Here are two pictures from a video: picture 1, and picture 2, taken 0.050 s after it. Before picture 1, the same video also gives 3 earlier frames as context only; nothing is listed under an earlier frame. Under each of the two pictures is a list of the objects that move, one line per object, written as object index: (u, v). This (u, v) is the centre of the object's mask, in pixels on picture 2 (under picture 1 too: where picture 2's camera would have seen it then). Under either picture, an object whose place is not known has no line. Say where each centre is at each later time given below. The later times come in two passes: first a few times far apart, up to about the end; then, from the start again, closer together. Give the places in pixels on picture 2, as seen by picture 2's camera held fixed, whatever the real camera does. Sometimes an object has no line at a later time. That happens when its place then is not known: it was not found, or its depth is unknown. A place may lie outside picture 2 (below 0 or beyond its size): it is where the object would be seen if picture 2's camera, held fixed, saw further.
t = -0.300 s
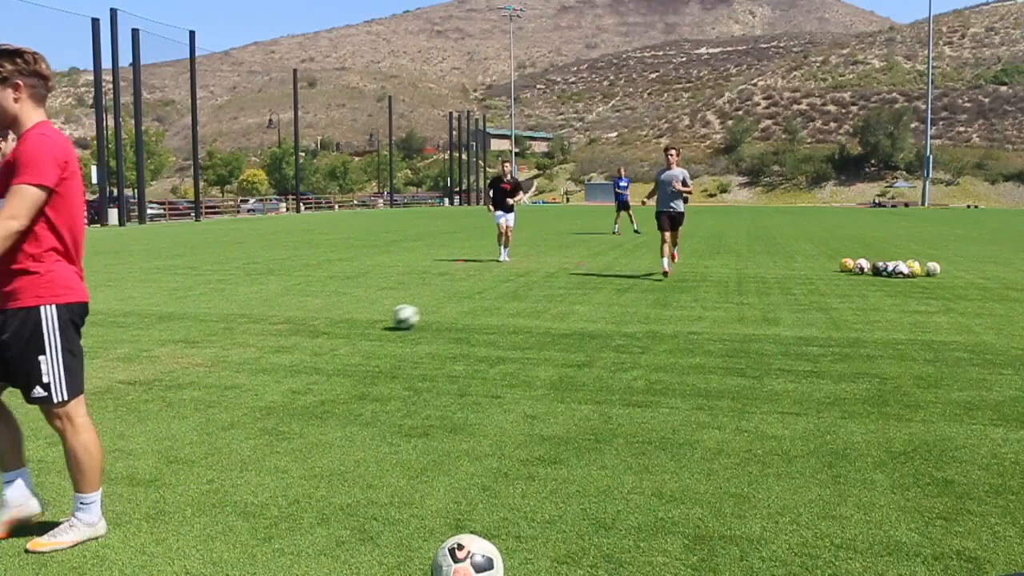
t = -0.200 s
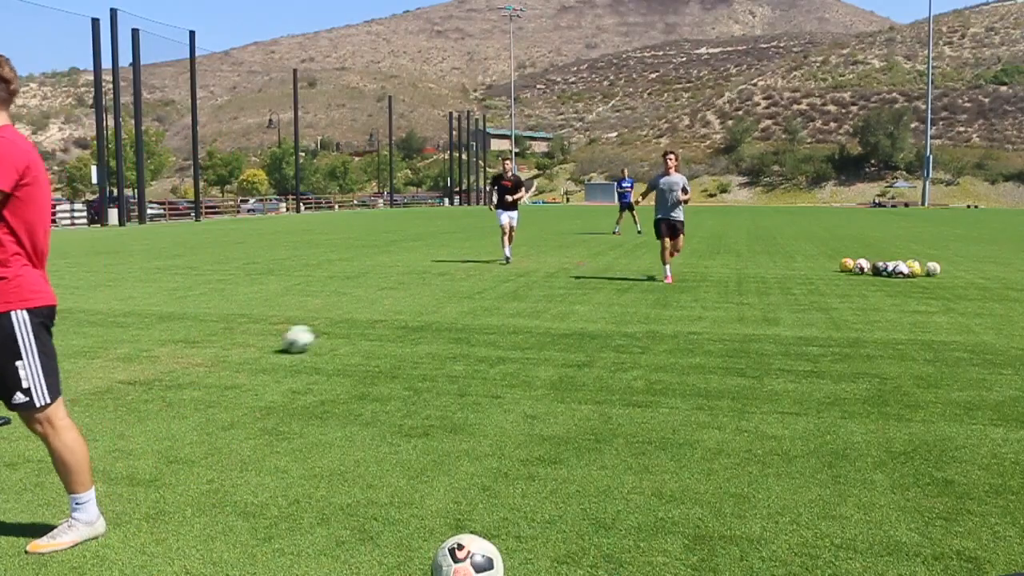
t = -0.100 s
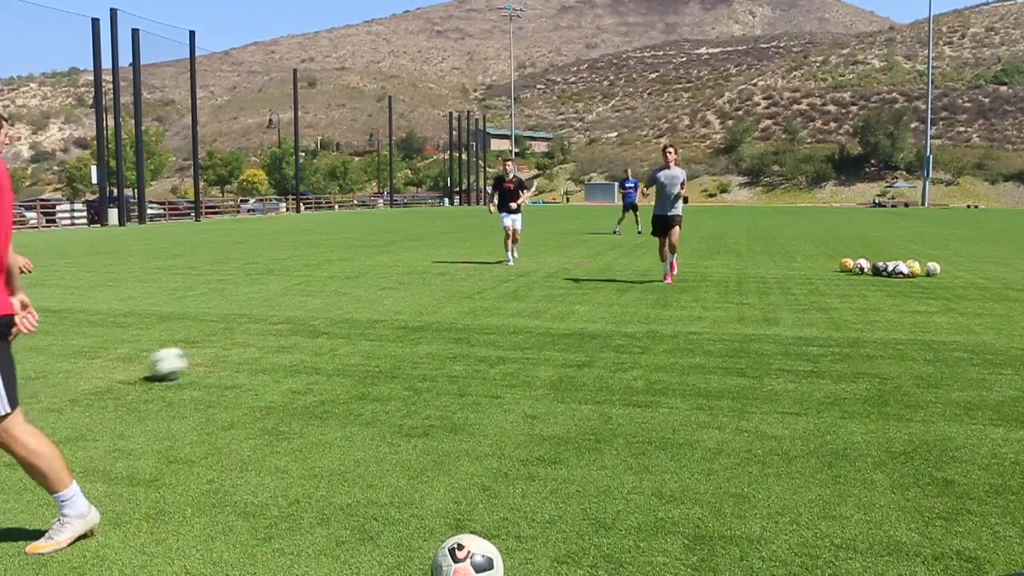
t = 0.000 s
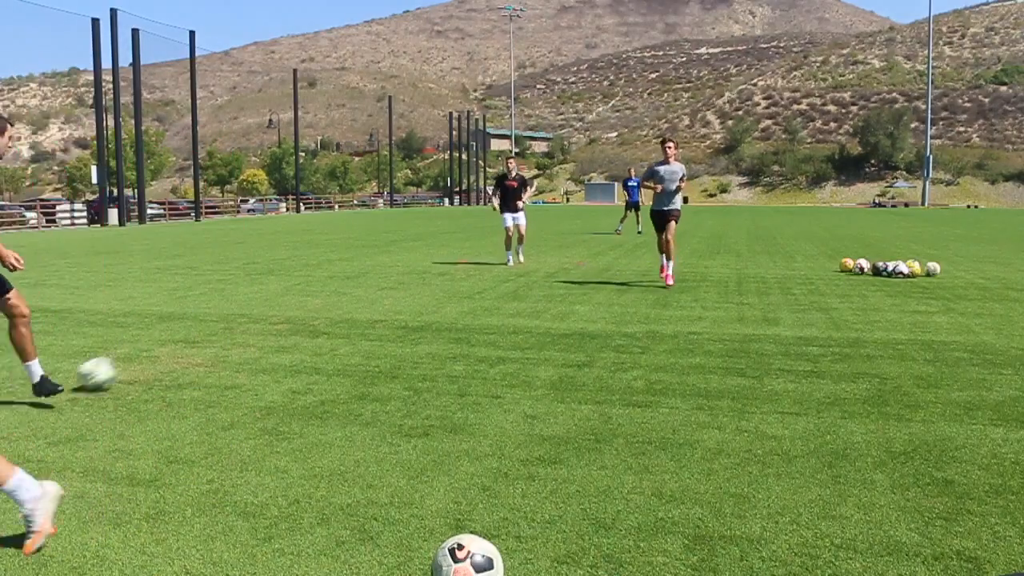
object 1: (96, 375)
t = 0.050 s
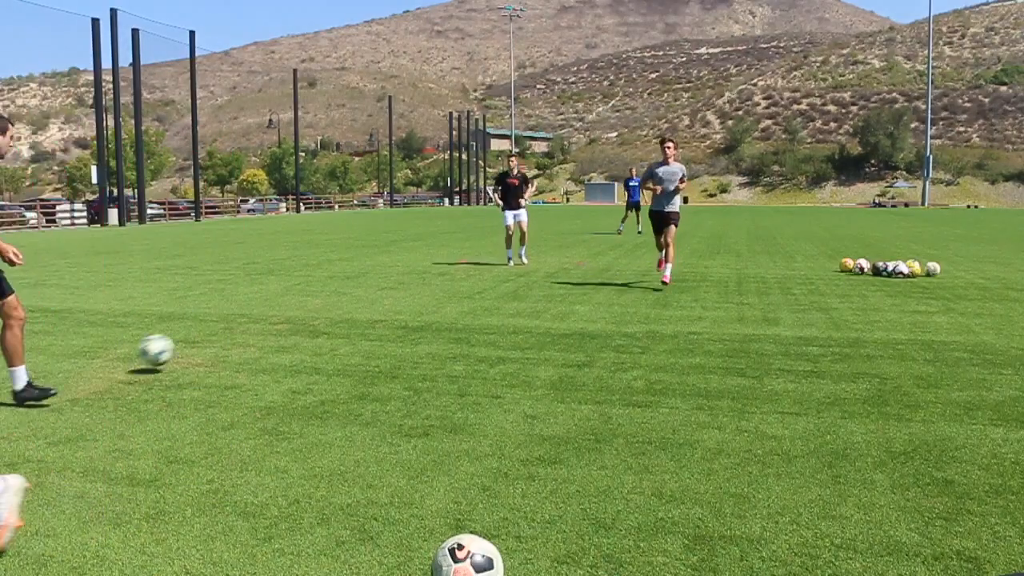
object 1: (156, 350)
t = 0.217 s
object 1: (297, 316)
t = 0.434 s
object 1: (396, 289)
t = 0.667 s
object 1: (454, 274)
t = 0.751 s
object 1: (468, 269)
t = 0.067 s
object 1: (174, 344)
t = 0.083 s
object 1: (190, 338)
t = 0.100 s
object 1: (207, 333)
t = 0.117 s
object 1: (221, 329)
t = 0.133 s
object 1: (236, 326)
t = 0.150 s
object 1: (250, 322)
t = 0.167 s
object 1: (262, 319)
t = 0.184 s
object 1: (274, 318)
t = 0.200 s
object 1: (287, 317)
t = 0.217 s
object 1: (297, 316)
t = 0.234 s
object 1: (308, 315)
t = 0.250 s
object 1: (319, 314)
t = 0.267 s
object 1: (327, 310)
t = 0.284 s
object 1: (335, 307)
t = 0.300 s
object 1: (343, 304)
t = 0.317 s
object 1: (350, 301)
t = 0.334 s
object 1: (357, 298)
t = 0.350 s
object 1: (364, 296)
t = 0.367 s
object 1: (371, 294)
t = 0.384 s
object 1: (377, 292)
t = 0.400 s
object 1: (384, 291)
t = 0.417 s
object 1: (390, 290)
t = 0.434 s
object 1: (396, 289)
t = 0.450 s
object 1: (402, 289)
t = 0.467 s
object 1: (407, 289)
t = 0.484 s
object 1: (412, 287)
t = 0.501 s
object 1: (416, 285)
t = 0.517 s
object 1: (420, 283)
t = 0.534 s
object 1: (425, 282)
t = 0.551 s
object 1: (429, 280)
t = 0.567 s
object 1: (433, 279)
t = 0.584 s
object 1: (437, 278)
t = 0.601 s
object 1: (441, 278)
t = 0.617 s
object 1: (444, 277)
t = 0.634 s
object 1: (448, 277)
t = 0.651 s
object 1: (451, 275)
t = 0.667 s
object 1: (454, 274)
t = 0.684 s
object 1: (458, 273)
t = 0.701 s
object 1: (460, 271)
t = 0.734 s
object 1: (466, 270)
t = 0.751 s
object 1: (468, 269)
